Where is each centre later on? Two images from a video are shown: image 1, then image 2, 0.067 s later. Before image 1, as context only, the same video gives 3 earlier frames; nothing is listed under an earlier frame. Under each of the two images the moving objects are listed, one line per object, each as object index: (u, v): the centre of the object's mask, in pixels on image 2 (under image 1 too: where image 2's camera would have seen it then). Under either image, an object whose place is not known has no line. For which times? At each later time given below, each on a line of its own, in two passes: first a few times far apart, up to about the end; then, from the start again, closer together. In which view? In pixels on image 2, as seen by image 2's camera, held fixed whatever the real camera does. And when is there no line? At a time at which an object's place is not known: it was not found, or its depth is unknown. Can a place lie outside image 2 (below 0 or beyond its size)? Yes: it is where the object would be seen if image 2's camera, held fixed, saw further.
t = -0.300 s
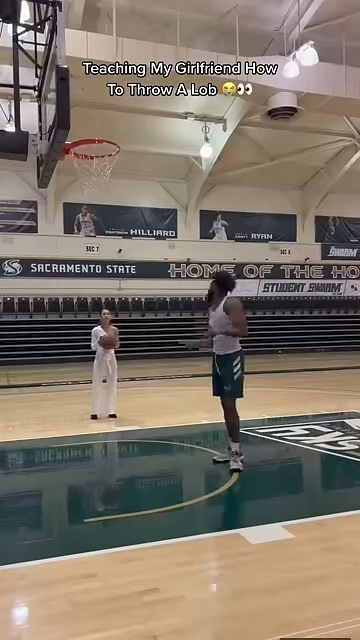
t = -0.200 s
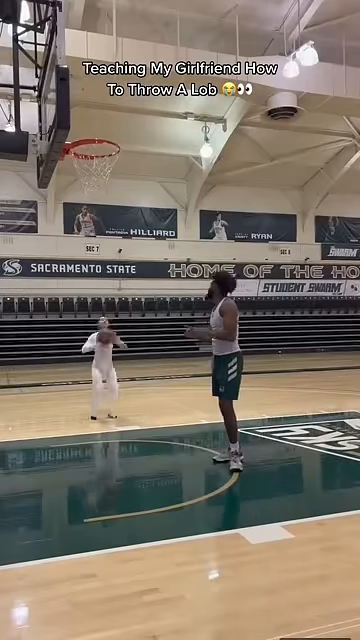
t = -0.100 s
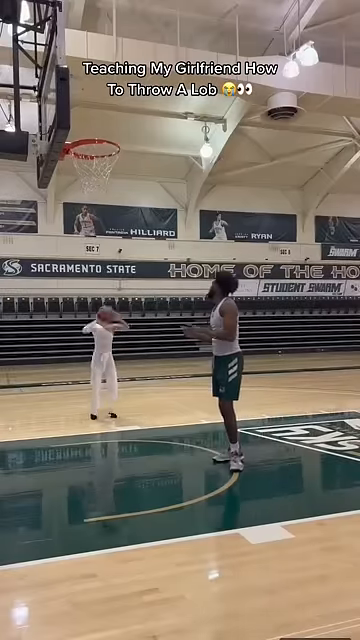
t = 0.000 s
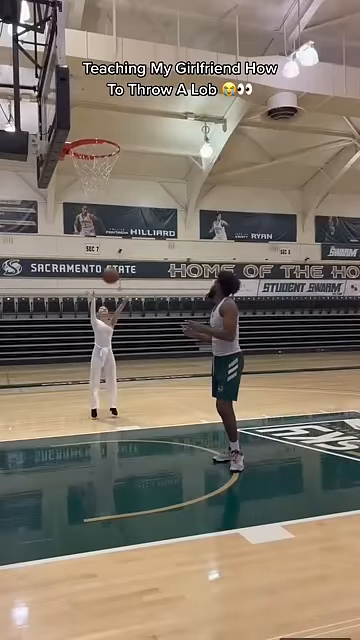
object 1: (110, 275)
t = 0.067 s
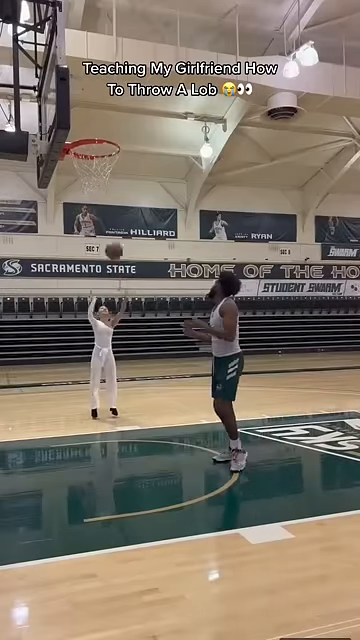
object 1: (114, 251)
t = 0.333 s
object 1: (131, 173)
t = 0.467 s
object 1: (142, 149)
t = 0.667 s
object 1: (163, 139)
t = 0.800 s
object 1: (180, 154)
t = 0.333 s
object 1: (131, 173)
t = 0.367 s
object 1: (133, 166)
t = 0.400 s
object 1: (137, 160)
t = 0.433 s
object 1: (139, 154)
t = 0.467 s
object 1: (142, 149)
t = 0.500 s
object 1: (145, 145)
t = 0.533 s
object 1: (149, 142)
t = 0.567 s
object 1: (152, 140)
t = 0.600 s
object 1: (156, 139)
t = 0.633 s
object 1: (159, 139)
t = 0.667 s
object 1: (163, 139)
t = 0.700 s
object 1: (167, 141)
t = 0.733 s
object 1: (171, 144)
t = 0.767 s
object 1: (175, 149)
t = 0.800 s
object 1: (180, 154)
